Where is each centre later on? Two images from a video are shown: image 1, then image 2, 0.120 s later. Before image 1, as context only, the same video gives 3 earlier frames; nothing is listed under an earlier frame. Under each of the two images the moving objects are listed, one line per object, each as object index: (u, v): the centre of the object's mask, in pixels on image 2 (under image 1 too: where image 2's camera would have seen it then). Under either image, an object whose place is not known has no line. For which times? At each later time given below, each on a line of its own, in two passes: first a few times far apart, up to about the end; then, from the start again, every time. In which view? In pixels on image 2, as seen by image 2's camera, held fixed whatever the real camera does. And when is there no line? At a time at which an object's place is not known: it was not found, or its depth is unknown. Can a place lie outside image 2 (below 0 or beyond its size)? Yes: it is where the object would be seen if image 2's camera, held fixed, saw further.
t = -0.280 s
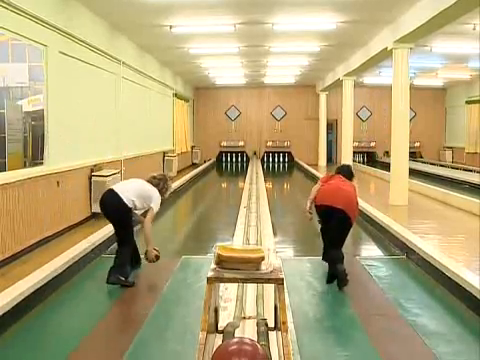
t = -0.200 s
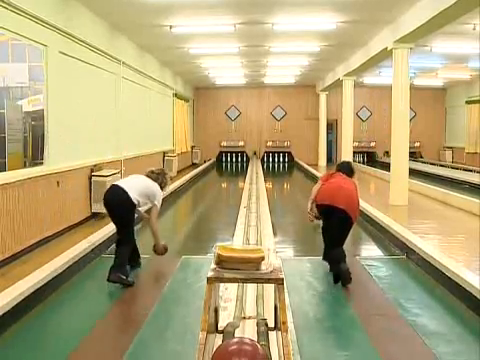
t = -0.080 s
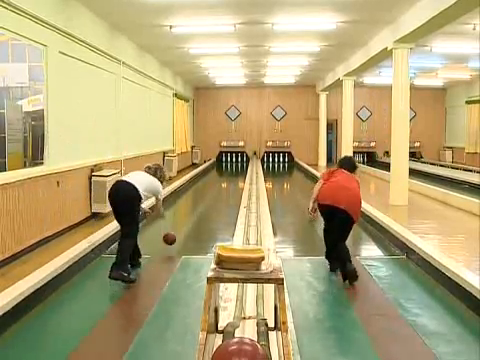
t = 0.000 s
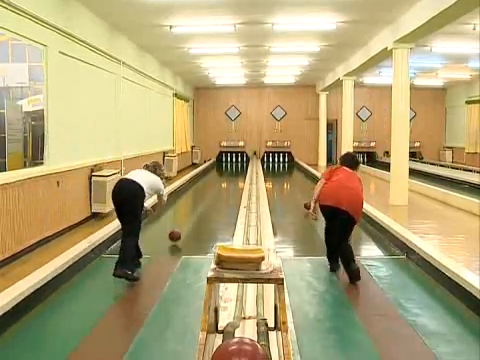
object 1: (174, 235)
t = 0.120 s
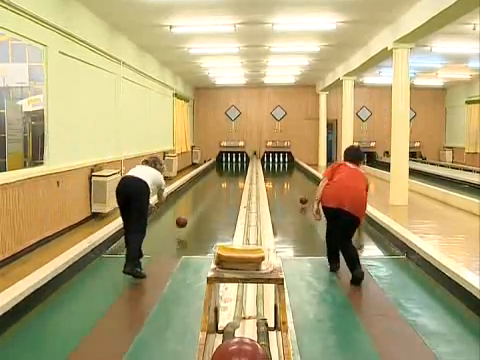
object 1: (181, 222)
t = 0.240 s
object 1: (186, 219)
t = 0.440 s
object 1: (194, 208)
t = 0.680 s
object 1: (201, 200)
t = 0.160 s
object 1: (183, 219)
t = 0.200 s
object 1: (185, 219)
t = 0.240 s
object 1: (186, 219)
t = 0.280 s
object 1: (188, 216)
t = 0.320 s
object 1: (190, 212)
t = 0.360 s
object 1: (191, 210)
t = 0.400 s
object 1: (193, 208)
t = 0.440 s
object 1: (194, 208)
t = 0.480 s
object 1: (195, 207)
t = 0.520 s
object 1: (196, 204)
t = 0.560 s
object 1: (198, 202)
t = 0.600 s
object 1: (199, 200)
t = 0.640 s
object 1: (200, 200)
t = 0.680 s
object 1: (201, 200)
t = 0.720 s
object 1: (202, 197)
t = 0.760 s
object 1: (203, 196)
